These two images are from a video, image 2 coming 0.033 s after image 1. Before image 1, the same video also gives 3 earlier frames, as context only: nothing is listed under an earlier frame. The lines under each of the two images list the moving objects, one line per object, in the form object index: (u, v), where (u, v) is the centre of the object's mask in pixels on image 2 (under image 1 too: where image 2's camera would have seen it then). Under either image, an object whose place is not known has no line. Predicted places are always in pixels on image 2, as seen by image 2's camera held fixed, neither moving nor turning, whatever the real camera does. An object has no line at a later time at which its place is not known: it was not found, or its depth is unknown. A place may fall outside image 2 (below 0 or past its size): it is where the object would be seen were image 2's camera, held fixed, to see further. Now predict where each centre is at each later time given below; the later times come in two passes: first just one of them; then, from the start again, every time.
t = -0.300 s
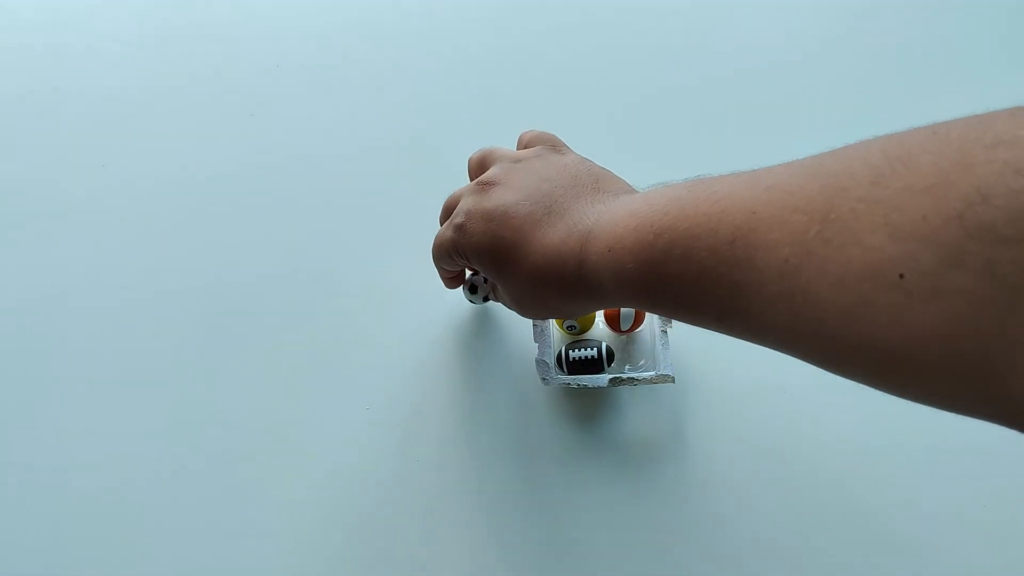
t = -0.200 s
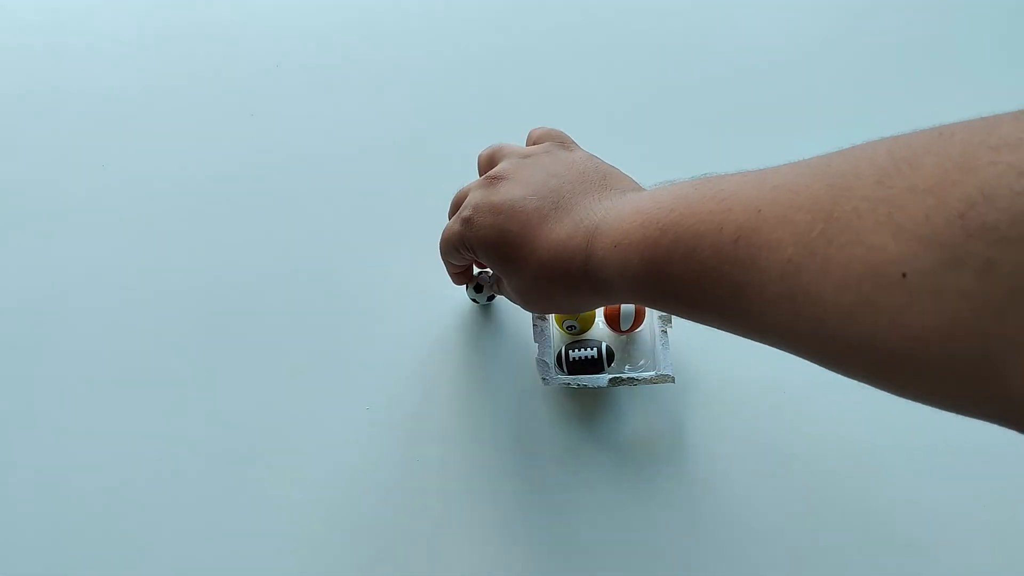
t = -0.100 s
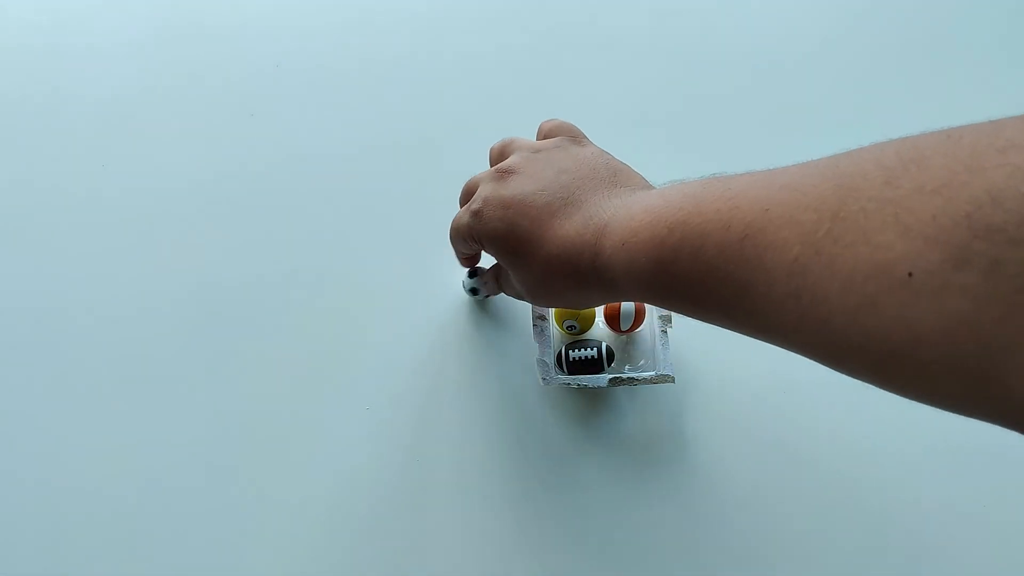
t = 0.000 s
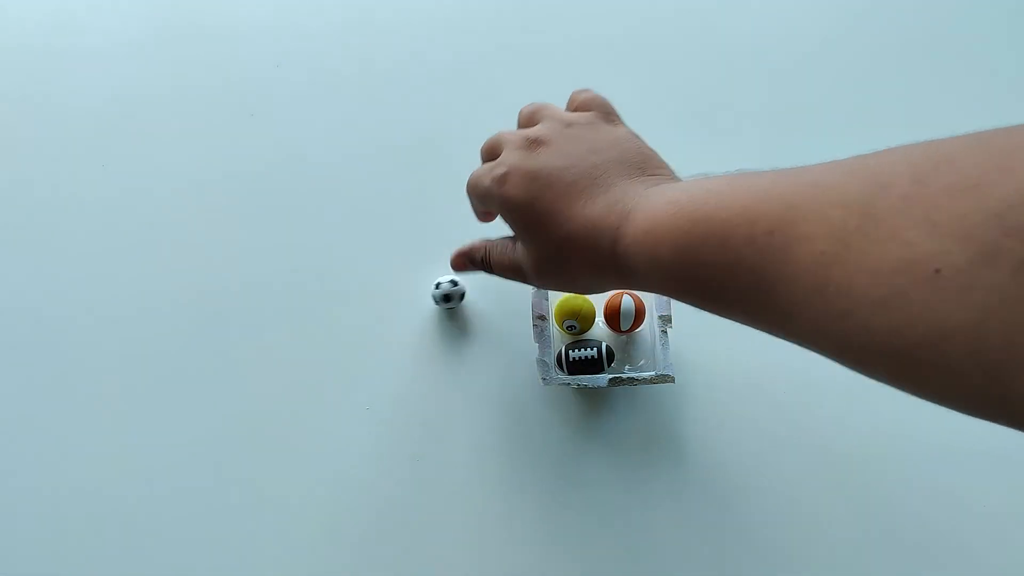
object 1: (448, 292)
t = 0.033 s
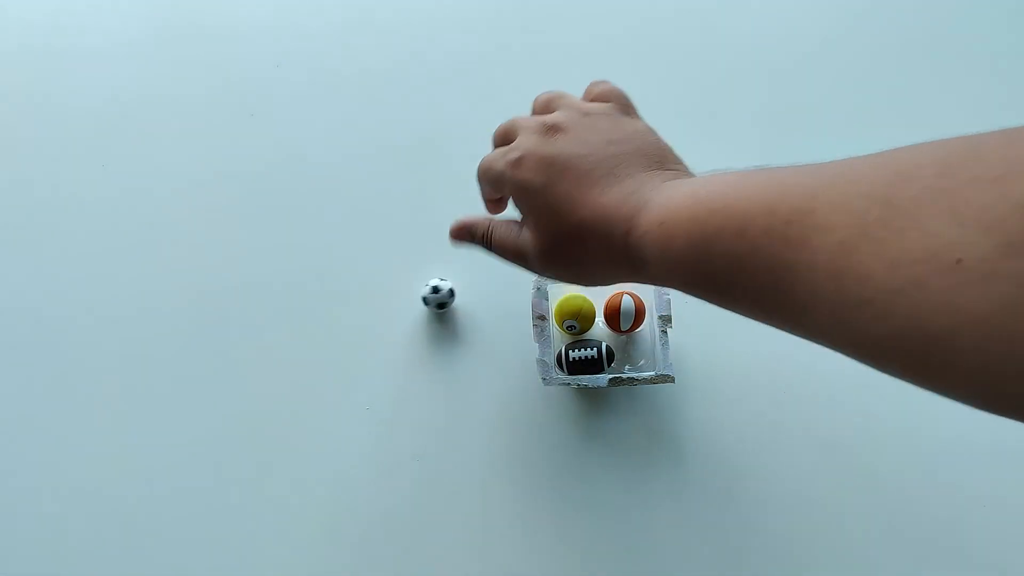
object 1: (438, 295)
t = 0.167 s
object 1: (400, 308)
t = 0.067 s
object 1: (429, 298)
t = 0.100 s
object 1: (419, 301)
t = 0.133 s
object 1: (410, 305)
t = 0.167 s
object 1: (400, 308)
